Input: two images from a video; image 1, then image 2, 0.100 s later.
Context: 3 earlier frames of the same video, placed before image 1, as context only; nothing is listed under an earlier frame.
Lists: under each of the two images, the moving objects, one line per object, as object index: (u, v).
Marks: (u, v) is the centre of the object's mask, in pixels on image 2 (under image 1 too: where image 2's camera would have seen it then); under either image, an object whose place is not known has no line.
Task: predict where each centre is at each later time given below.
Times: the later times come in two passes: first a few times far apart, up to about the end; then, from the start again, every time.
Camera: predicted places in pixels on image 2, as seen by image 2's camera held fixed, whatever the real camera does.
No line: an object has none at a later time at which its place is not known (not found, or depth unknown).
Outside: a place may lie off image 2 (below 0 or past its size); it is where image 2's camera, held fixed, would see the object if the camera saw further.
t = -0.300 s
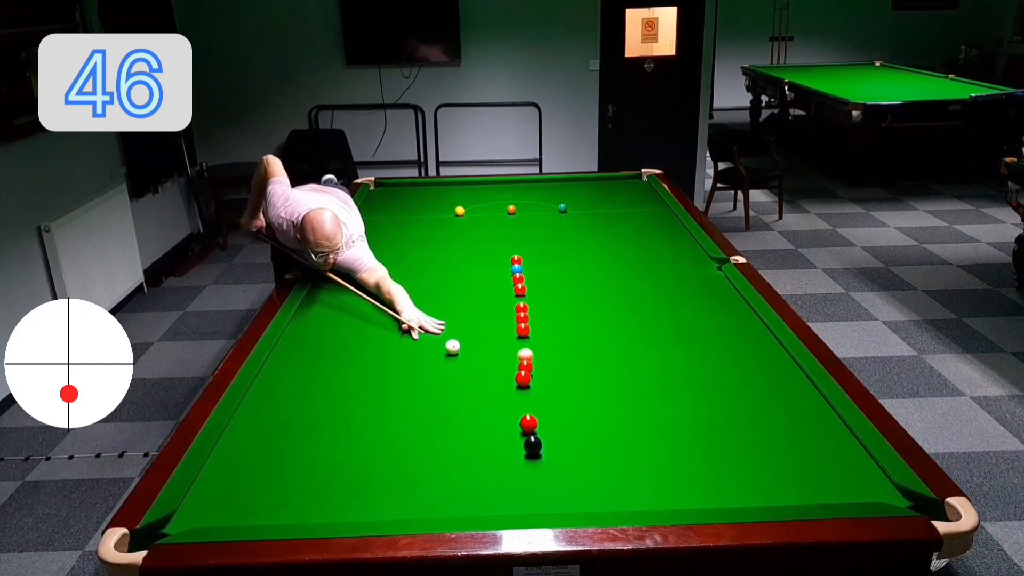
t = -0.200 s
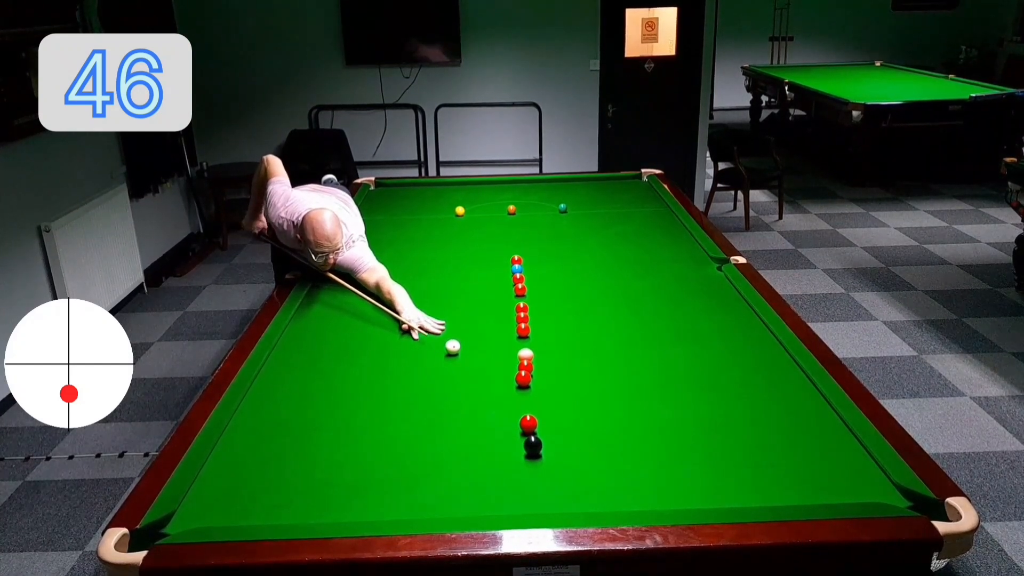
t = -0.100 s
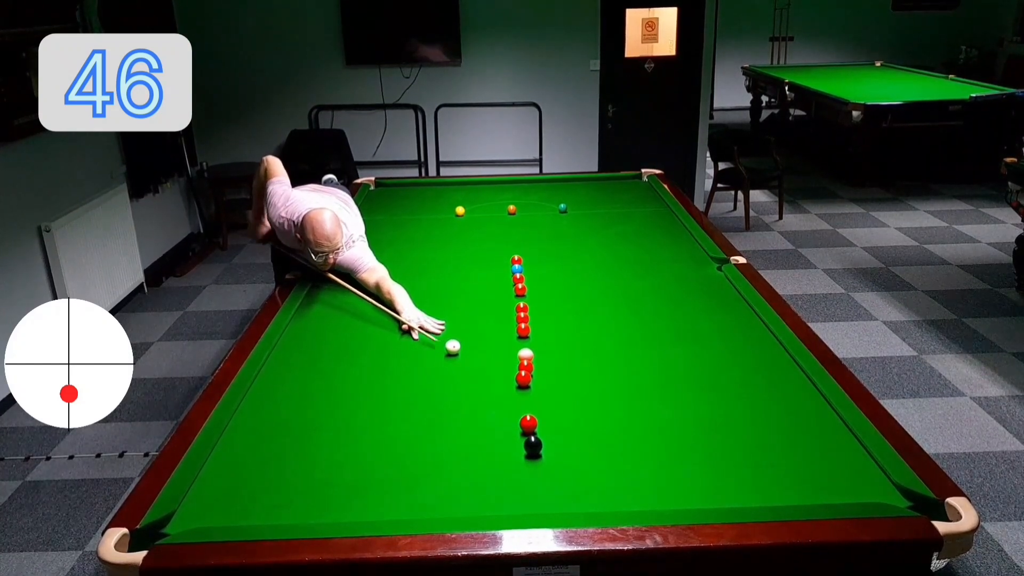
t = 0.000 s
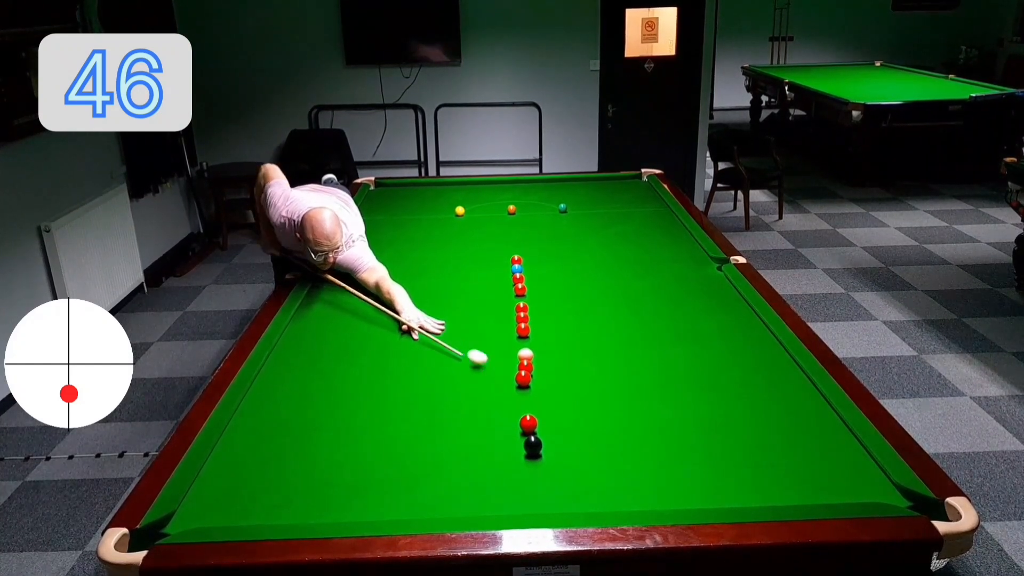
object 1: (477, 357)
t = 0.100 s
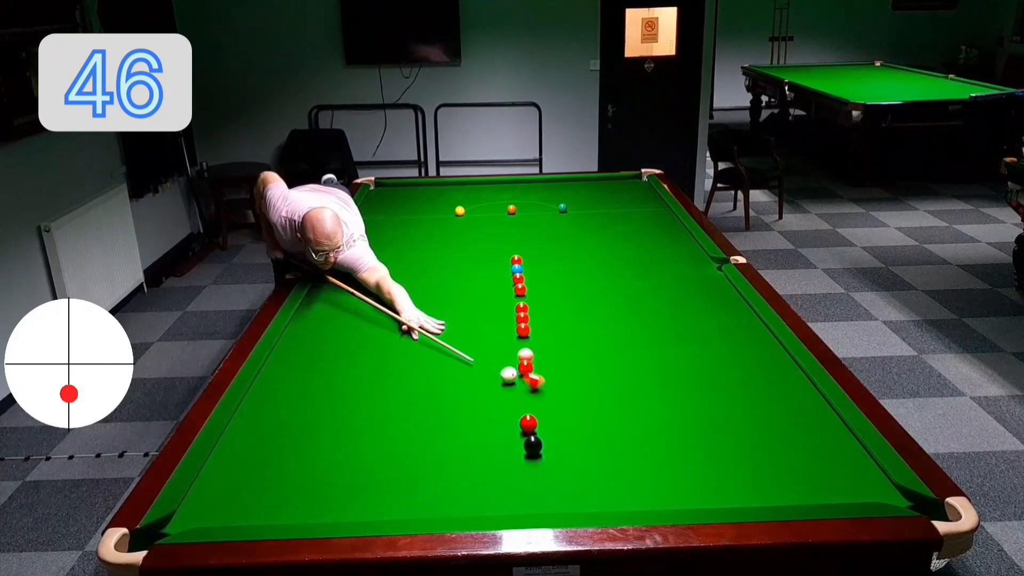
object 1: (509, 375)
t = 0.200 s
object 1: (501, 377)
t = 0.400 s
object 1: (487, 382)
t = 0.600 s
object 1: (473, 386)
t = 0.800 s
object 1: (460, 389)
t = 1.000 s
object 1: (447, 393)
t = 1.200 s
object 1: (435, 396)
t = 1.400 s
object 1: (425, 399)
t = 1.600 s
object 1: (415, 402)
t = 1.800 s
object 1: (405, 404)
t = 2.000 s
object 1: (397, 406)
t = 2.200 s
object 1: (390, 408)
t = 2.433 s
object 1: (382, 410)
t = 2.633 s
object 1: (376, 411)
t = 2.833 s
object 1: (372, 412)
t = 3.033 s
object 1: (369, 413)
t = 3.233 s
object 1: (367, 413)
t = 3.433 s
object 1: (367, 414)
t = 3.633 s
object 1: (366, 414)
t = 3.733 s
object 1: (366, 414)
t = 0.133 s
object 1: (506, 376)
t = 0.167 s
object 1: (503, 377)
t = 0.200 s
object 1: (501, 377)
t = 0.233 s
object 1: (499, 378)
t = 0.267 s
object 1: (496, 379)
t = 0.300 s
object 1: (494, 379)
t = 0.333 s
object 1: (491, 380)
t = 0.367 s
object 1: (489, 381)
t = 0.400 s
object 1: (487, 382)
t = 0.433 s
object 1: (484, 382)
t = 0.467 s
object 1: (482, 383)
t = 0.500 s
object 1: (480, 384)
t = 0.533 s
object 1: (477, 384)
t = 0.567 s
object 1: (475, 385)
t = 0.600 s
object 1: (473, 386)
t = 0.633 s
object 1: (470, 386)
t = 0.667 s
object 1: (468, 387)
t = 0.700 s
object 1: (466, 387)
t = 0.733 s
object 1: (464, 388)
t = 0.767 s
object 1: (462, 389)
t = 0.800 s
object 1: (460, 389)
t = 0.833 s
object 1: (458, 390)
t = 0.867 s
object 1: (455, 390)
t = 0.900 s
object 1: (453, 391)
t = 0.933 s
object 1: (451, 392)
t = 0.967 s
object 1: (449, 392)
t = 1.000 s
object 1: (447, 393)
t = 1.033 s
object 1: (445, 393)
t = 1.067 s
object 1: (443, 394)
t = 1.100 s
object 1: (441, 394)
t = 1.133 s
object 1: (439, 395)
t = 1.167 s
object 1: (437, 395)
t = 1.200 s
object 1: (435, 396)
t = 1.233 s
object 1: (434, 396)
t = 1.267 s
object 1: (432, 397)
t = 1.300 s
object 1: (430, 397)
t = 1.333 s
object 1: (428, 398)
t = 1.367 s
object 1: (426, 399)
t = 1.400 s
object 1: (425, 399)
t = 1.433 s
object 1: (423, 399)
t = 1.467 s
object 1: (421, 400)
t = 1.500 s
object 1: (419, 400)
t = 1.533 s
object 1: (418, 401)
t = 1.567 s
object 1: (416, 401)
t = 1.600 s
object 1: (415, 402)
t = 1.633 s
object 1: (413, 402)
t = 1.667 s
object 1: (411, 402)
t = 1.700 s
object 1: (410, 403)
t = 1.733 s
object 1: (408, 403)
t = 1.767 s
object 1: (407, 404)
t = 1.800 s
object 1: (405, 404)
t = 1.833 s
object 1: (404, 405)
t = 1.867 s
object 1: (402, 405)
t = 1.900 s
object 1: (401, 406)
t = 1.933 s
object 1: (400, 406)
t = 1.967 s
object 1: (398, 406)
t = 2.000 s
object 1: (397, 406)
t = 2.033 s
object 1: (396, 407)
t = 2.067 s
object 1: (395, 407)
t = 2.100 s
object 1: (393, 407)
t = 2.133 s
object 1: (392, 408)
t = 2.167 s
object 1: (391, 408)
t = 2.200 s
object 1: (390, 408)
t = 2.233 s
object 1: (388, 408)
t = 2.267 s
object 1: (387, 409)
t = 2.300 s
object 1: (386, 409)
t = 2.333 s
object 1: (385, 409)
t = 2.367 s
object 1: (384, 409)
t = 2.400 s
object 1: (383, 410)
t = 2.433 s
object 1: (382, 410)
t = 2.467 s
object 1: (381, 410)
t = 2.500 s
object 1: (380, 410)
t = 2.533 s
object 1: (379, 411)
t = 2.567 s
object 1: (378, 411)
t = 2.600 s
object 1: (377, 411)
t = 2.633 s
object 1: (376, 411)
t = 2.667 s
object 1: (376, 411)
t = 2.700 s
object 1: (375, 412)
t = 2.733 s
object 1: (374, 412)
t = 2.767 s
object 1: (374, 412)
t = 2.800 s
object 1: (373, 412)
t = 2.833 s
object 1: (372, 412)
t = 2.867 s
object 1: (372, 412)
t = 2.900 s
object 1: (371, 412)
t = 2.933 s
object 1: (371, 413)
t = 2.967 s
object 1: (370, 413)
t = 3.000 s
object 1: (370, 413)
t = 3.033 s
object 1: (369, 413)
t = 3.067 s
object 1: (369, 413)
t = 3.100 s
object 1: (368, 413)
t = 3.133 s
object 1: (368, 413)
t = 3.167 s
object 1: (368, 413)
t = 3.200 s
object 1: (368, 413)
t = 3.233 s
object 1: (367, 413)
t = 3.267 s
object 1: (367, 413)
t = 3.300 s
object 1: (367, 413)
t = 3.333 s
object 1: (367, 413)
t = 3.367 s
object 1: (367, 413)
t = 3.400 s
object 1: (367, 413)
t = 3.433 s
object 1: (367, 414)
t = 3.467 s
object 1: (367, 413)
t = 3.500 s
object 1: (366, 414)
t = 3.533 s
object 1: (367, 413)
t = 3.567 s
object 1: (367, 413)
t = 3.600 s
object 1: (367, 414)
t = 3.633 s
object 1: (366, 414)
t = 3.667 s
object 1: (367, 414)
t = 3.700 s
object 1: (366, 414)
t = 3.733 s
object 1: (366, 414)
